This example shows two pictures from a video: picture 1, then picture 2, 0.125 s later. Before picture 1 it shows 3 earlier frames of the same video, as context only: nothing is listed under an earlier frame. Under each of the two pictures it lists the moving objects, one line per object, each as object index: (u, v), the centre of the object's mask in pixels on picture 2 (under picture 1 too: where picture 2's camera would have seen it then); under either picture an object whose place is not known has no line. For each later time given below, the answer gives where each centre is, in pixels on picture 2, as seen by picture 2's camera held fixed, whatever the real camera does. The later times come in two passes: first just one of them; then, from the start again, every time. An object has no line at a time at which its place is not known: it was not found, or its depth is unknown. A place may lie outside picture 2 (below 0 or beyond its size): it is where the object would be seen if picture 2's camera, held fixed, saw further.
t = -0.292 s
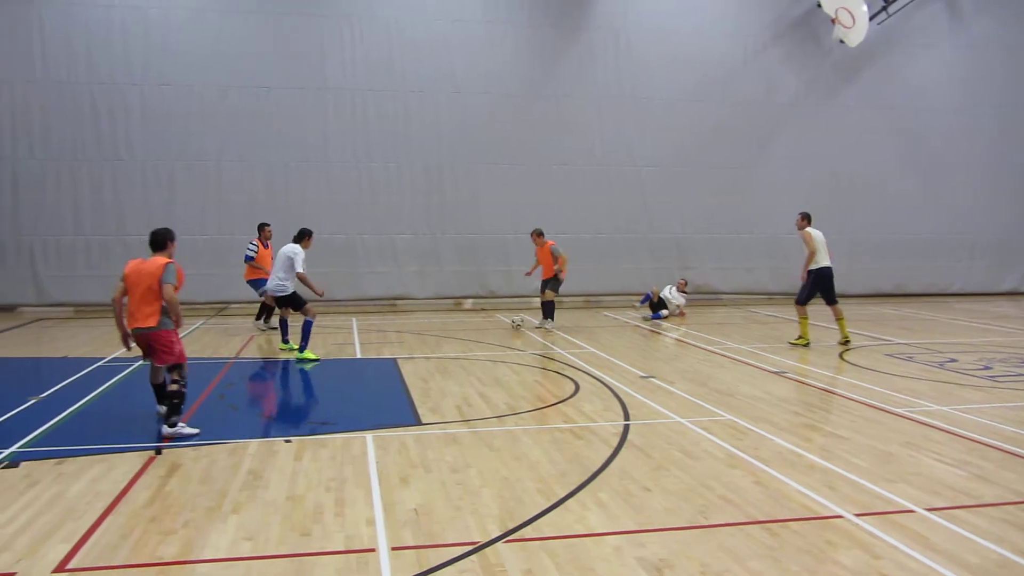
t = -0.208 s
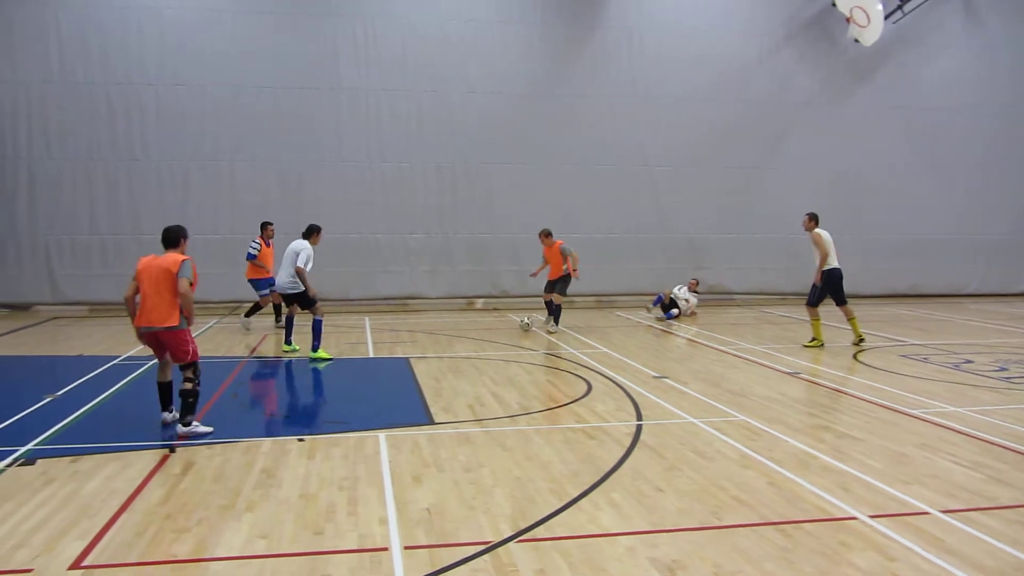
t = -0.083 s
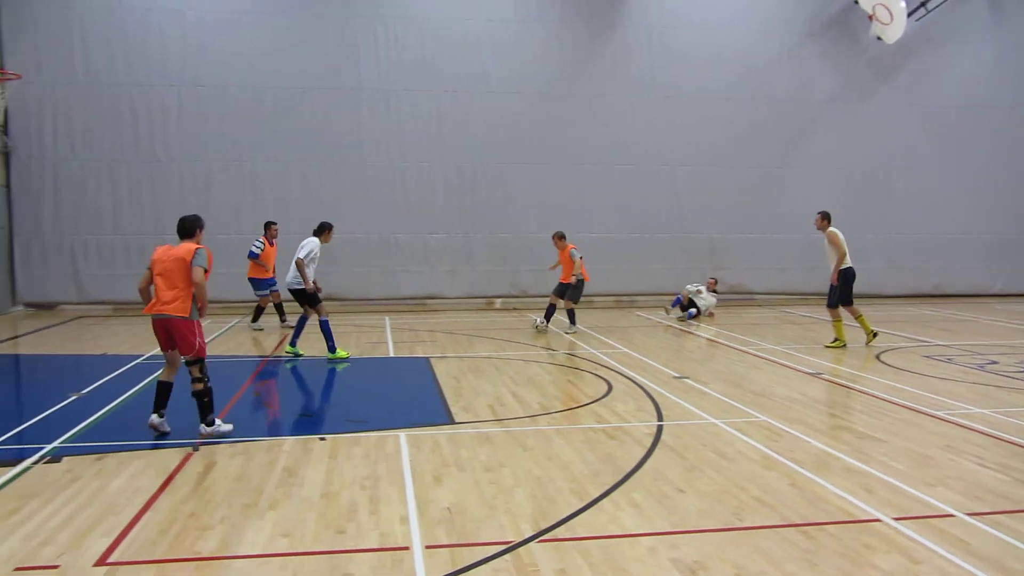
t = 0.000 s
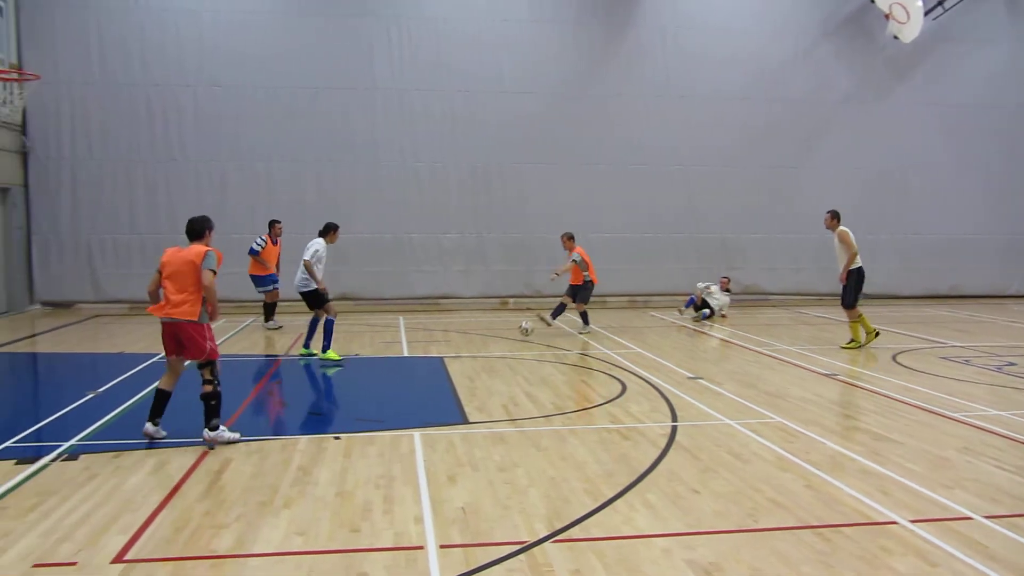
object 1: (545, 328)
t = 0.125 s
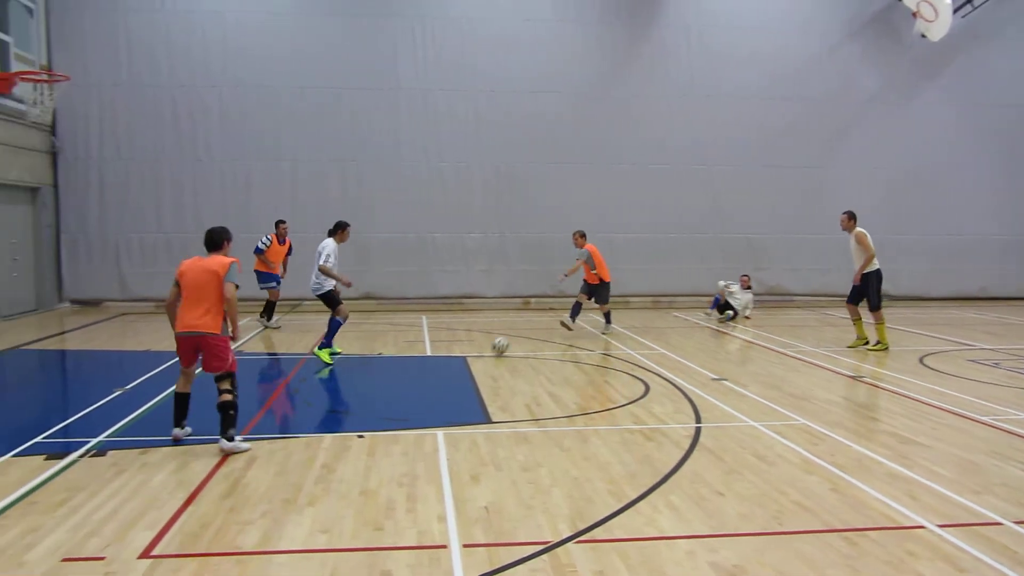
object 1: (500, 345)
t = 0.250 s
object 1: (447, 357)
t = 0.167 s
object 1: (482, 350)
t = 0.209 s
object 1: (465, 352)
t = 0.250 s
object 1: (447, 357)
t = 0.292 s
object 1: (426, 364)
